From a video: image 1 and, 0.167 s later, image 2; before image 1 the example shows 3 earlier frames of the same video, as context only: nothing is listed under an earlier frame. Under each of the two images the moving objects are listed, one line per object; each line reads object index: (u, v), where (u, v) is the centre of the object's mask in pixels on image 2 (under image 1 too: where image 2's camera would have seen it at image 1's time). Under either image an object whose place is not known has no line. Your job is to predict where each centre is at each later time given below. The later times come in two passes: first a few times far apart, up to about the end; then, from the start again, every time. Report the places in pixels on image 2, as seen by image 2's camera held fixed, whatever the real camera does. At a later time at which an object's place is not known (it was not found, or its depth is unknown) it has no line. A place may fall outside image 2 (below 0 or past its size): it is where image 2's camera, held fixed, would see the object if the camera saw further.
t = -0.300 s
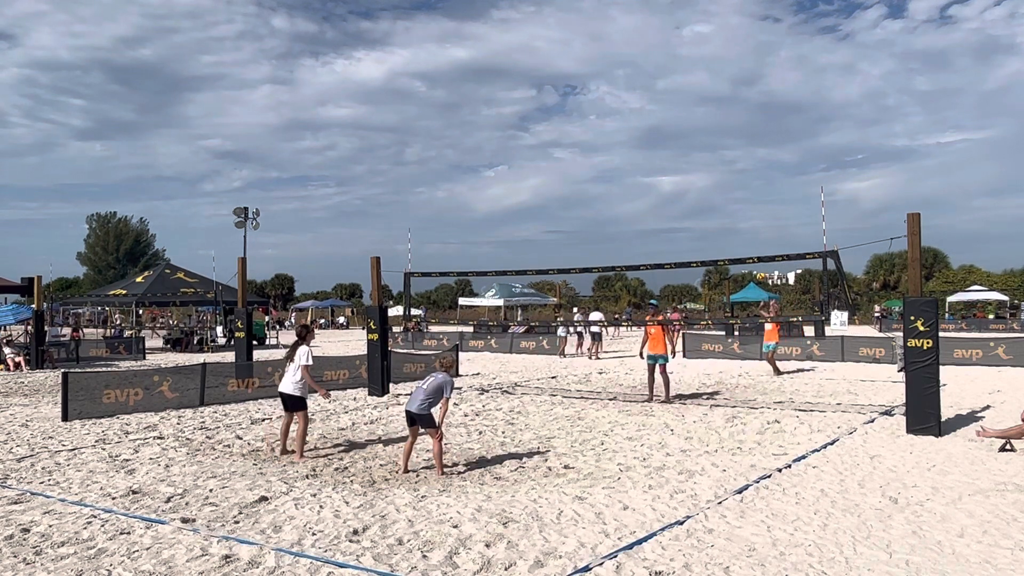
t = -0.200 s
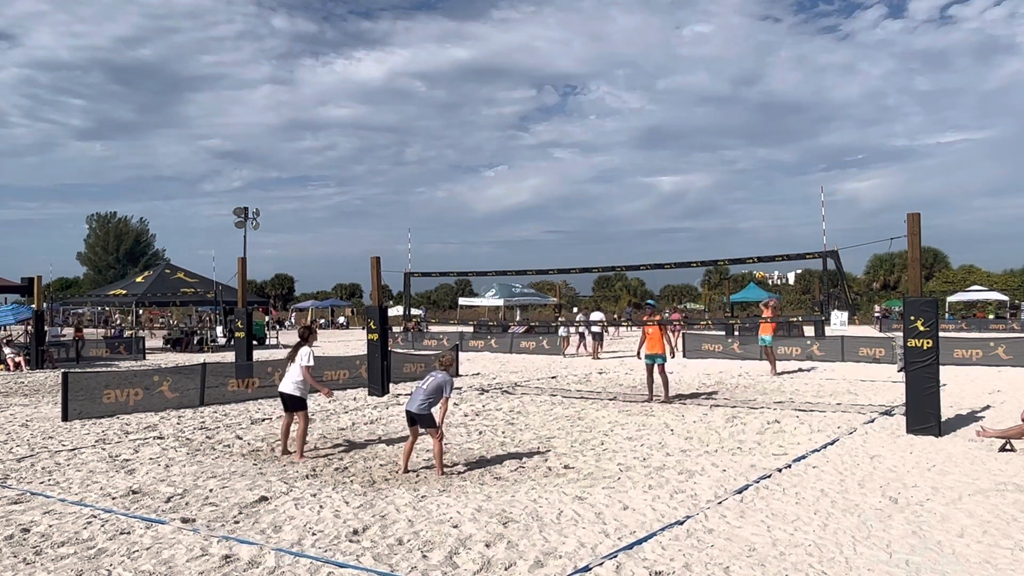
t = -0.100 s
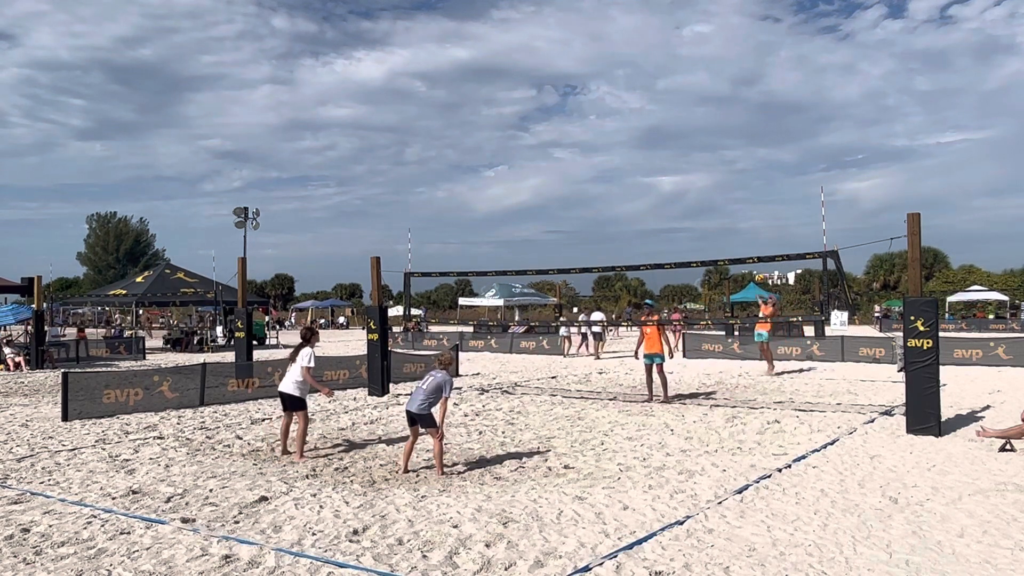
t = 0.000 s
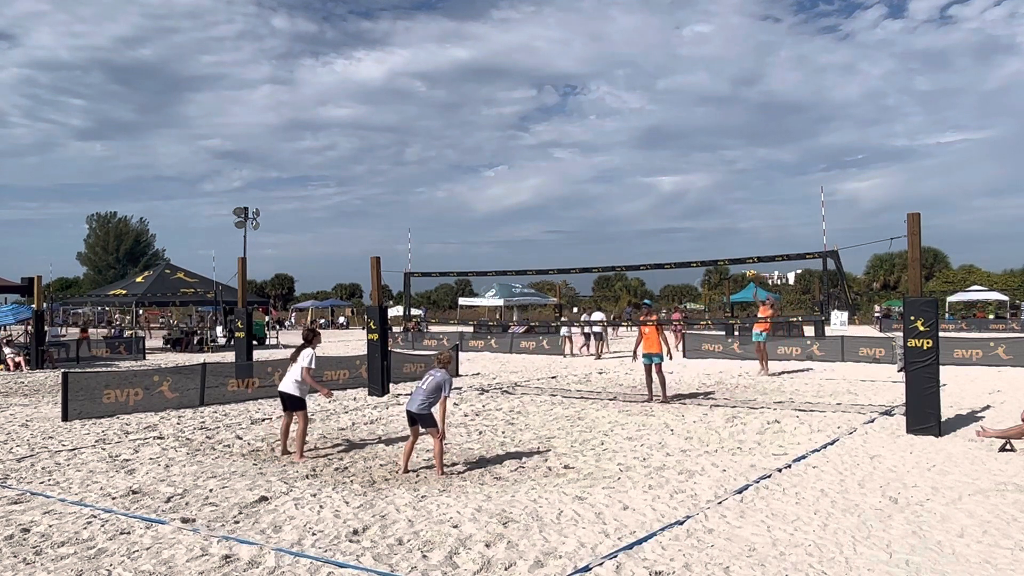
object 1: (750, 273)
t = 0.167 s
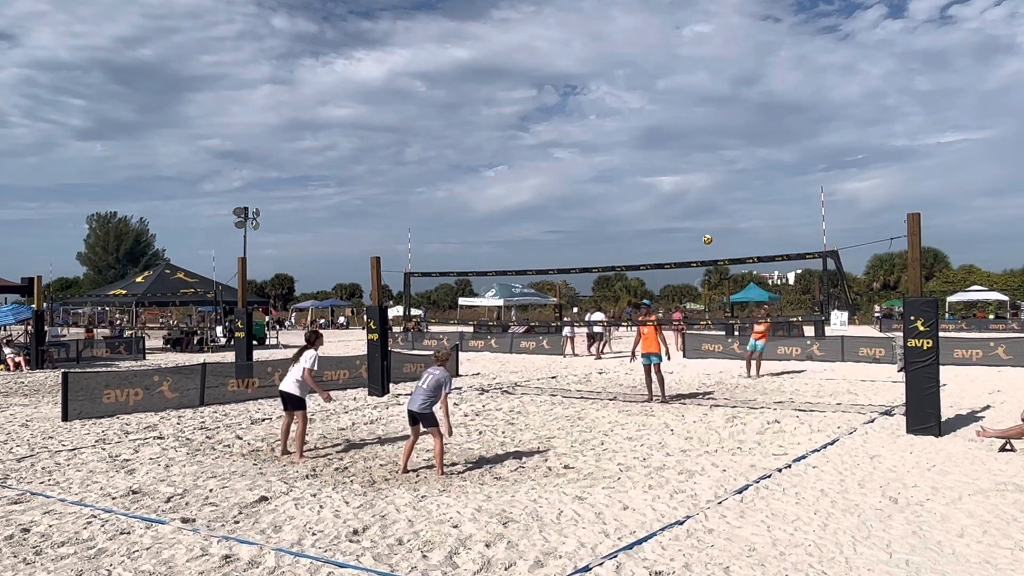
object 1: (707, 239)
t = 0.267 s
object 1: (678, 223)
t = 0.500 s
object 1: (597, 200)
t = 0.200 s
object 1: (698, 234)
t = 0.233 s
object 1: (688, 228)
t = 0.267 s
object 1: (678, 223)
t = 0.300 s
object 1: (667, 219)
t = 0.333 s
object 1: (656, 215)
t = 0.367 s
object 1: (645, 211)
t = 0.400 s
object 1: (634, 208)
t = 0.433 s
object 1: (622, 205)
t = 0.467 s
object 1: (610, 202)
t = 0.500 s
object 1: (597, 200)
